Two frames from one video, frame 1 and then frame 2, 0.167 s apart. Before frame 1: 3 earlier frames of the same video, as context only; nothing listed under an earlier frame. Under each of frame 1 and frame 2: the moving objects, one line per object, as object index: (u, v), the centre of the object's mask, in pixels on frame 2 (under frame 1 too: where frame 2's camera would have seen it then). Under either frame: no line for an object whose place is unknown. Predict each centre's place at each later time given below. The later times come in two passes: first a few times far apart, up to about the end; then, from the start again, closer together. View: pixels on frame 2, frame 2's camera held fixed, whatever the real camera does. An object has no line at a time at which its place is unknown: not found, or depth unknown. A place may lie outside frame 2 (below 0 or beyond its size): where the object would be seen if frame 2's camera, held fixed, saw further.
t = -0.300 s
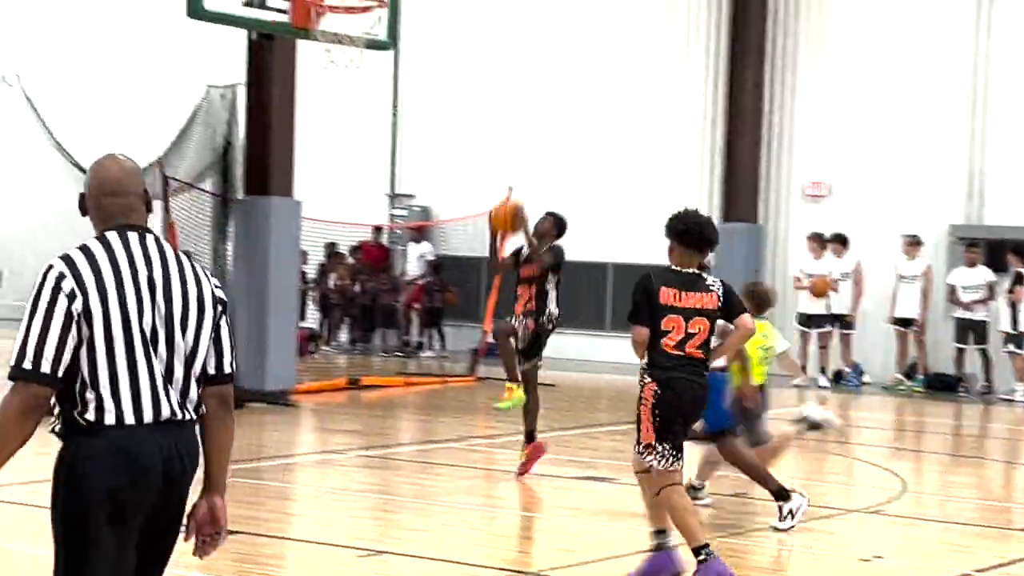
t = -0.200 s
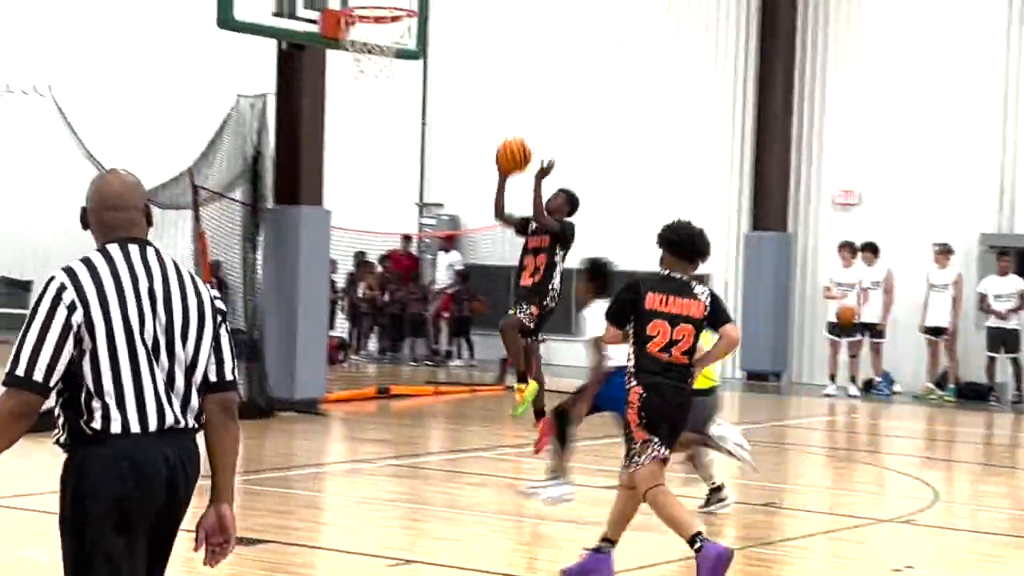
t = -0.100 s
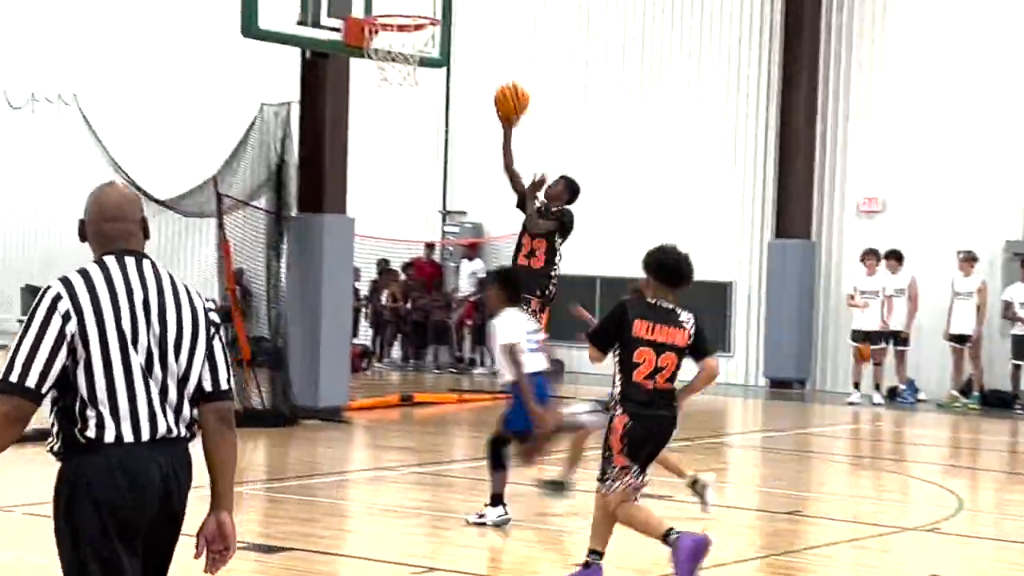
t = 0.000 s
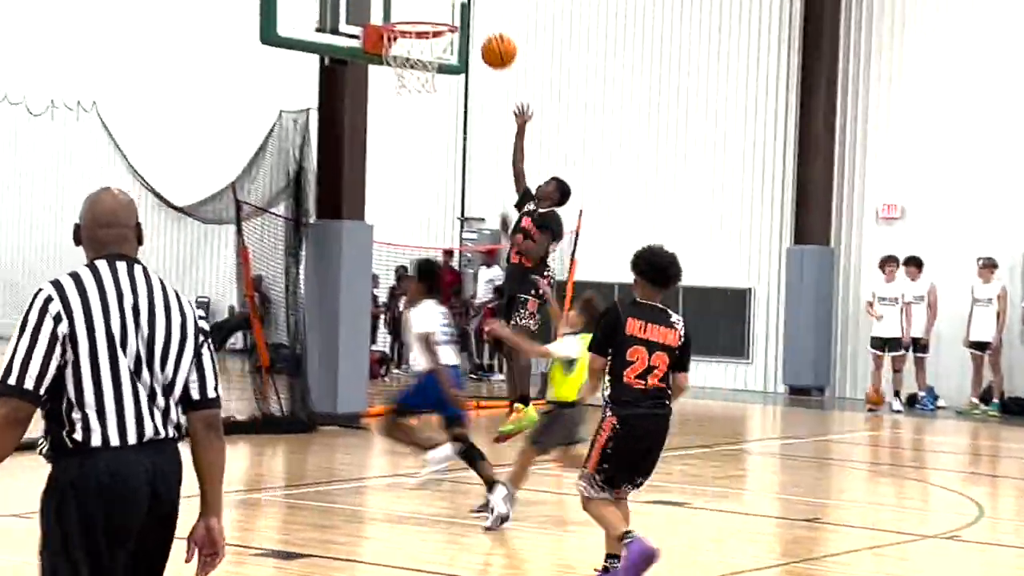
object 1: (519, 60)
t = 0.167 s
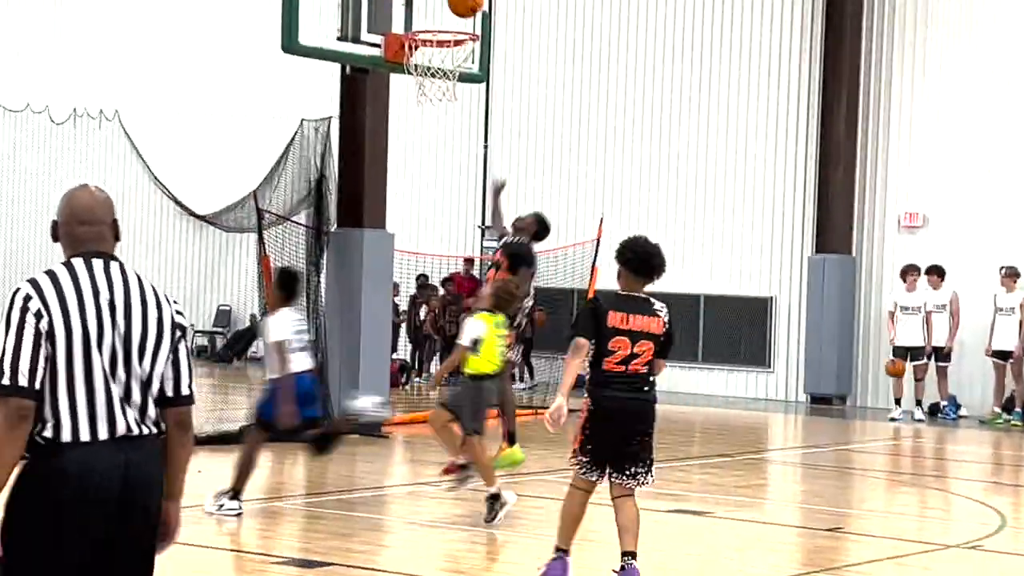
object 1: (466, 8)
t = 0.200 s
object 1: (454, 4)
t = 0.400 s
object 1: (450, 0)
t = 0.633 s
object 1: (449, 62)
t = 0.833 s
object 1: (449, 105)
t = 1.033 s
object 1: (448, 202)
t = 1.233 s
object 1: (444, 359)
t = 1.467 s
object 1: (436, 434)
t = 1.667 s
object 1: (425, 310)
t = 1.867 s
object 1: (410, 248)
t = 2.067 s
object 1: (395, 248)
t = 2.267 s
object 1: (379, 306)
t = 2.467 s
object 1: (360, 419)
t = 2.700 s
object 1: (345, 402)
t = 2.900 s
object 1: (333, 335)
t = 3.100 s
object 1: (322, 326)
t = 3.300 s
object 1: (307, 373)
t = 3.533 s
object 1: (288, 467)
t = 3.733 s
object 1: (276, 388)
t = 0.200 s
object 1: (454, 4)
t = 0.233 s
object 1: (450, 1)
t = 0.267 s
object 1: (450, 0)
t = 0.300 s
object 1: (450, -1)
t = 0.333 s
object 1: (450, -2)
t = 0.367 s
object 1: (451, -1)
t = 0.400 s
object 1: (450, 0)
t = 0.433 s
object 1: (450, 3)
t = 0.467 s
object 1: (449, 7)
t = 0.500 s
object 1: (449, 14)
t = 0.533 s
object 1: (449, 26)
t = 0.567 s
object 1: (449, 38)
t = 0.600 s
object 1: (448, 53)
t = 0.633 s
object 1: (449, 62)
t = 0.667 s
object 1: (450, 68)
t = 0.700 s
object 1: (451, 73)
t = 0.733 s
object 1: (450, 80)
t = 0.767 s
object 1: (452, 90)
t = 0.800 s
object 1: (450, 96)
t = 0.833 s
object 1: (449, 105)
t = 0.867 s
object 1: (449, 117)
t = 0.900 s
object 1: (449, 131)
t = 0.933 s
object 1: (449, 147)
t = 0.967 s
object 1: (448, 164)
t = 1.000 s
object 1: (448, 182)
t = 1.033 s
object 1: (448, 202)
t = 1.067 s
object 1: (447, 225)
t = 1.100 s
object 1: (446, 248)
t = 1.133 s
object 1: (446, 275)
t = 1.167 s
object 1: (446, 302)
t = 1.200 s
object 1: (445, 330)
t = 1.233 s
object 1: (444, 359)
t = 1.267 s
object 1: (443, 393)
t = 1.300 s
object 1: (441, 426)
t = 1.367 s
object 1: (439, 500)
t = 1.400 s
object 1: (438, 493)
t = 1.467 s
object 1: (436, 434)
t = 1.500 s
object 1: (435, 409)
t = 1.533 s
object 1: (431, 384)
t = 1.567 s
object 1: (430, 364)
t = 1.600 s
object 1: (429, 344)
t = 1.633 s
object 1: (427, 326)
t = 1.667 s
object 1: (425, 310)
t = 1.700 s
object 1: (422, 294)
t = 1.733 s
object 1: (420, 283)
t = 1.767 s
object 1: (417, 271)
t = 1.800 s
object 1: (415, 262)
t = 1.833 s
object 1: (413, 254)
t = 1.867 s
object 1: (410, 248)
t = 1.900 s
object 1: (408, 244)
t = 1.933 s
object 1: (406, 241)
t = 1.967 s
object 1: (403, 241)
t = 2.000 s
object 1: (401, 241)
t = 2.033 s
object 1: (398, 244)
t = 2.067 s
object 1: (395, 248)
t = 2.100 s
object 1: (393, 253)
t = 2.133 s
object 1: (390, 261)
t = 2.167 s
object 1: (388, 270)
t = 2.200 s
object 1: (384, 280)
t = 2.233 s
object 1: (382, 292)
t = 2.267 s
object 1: (379, 306)
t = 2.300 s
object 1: (377, 321)
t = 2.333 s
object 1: (374, 337)
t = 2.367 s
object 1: (370, 356)
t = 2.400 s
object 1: (366, 375)
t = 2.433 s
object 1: (364, 397)
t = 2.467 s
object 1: (360, 419)
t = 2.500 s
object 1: (353, 447)
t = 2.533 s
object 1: (351, 474)
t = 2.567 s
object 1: (349, 485)
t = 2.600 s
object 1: (348, 463)
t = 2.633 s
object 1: (345, 442)
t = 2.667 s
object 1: (346, 418)
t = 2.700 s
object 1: (345, 402)
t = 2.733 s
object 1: (343, 385)
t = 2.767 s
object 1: (341, 373)
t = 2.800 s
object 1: (339, 360)
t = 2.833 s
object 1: (338, 350)
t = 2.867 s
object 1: (335, 342)
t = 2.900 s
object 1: (333, 335)
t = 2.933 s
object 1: (332, 329)
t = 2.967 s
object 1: (330, 326)
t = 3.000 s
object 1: (328, 323)
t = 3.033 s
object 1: (326, 323)
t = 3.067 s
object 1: (324, 323)
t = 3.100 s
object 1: (322, 326)
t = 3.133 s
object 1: (320, 329)
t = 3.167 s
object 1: (317, 335)
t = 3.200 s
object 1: (314, 342)
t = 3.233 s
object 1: (312, 351)
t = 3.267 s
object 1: (309, 362)
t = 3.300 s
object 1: (307, 373)
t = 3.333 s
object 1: (306, 384)
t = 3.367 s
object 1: (302, 399)
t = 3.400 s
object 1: (299, 418)
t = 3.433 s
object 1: (296, 435)
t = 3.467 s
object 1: (293, 455)
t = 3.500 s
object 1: (291, 477)
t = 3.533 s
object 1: (288, 467)
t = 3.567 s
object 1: (286, 449)
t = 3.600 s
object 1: (285, 433)
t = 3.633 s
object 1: (284, 419)
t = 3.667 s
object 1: (281, 406)
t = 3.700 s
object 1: (279, 396)
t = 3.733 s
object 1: (276, 388)
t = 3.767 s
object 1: (274, 382)
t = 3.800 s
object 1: (272, 375)
